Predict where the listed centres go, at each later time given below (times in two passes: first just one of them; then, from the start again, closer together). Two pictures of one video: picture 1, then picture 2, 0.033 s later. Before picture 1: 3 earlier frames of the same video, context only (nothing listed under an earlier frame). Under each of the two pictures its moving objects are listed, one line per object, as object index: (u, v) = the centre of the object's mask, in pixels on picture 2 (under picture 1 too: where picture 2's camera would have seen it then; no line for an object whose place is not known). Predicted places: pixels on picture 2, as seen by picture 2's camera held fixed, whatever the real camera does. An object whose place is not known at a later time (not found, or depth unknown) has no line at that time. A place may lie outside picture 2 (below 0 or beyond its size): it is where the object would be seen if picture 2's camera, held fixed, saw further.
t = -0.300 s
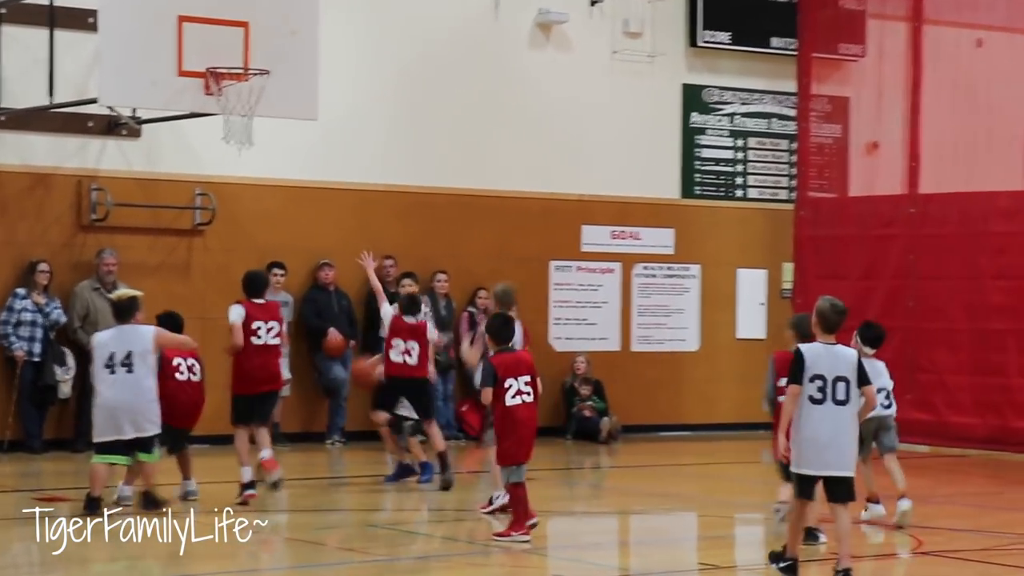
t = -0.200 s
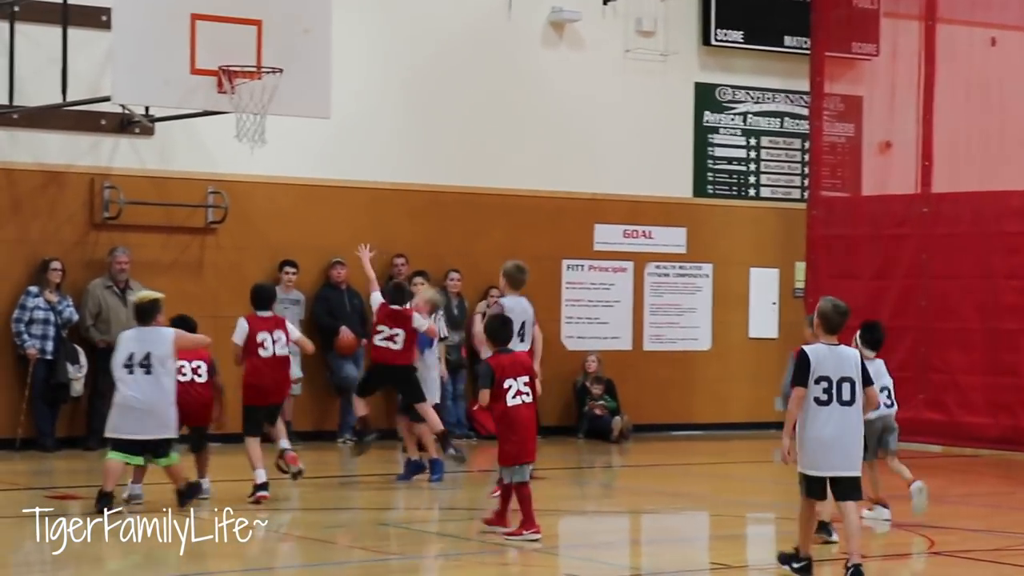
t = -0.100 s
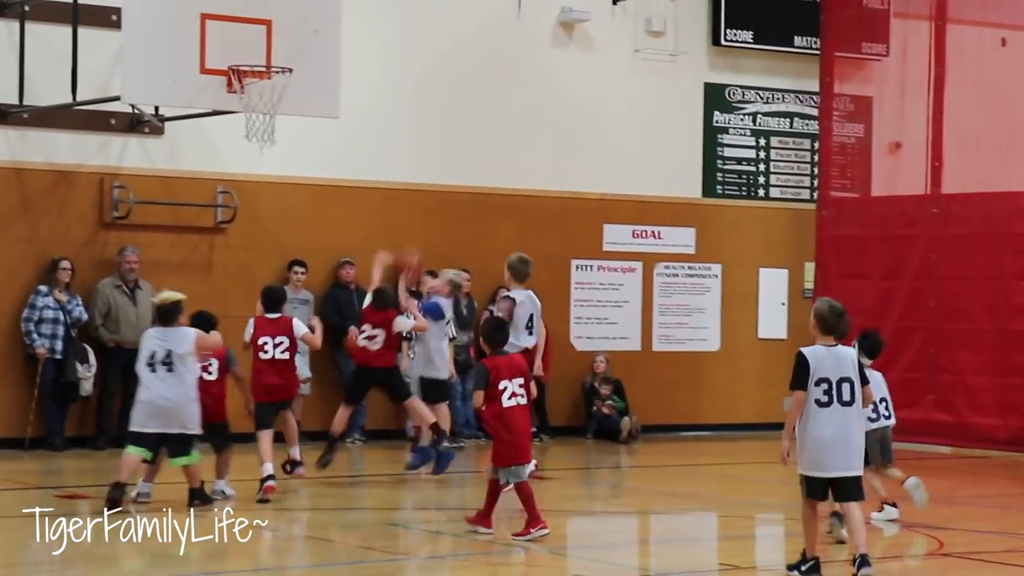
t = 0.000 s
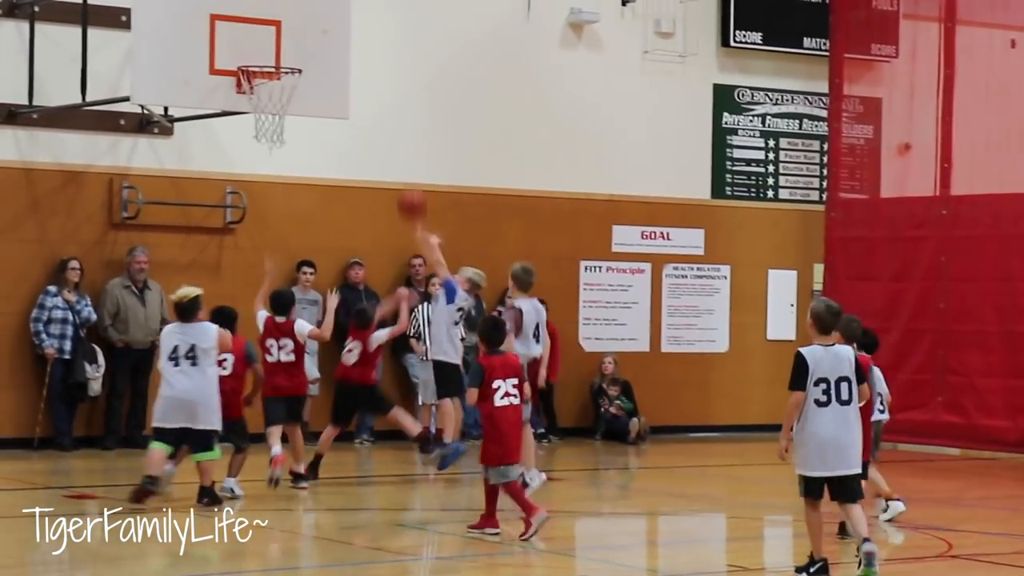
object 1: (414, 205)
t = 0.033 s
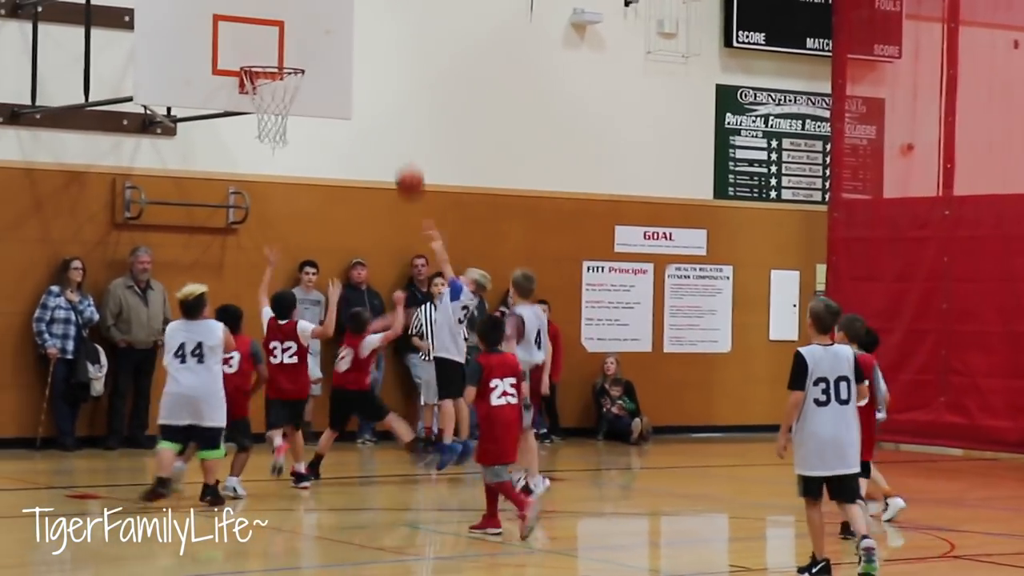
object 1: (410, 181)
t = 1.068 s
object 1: (320, 220)
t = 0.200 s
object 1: (384, 98)
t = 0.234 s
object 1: (379, 87)
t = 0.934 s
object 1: (321, 142)
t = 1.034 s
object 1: (320, 201)
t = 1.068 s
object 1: (320, 220)
